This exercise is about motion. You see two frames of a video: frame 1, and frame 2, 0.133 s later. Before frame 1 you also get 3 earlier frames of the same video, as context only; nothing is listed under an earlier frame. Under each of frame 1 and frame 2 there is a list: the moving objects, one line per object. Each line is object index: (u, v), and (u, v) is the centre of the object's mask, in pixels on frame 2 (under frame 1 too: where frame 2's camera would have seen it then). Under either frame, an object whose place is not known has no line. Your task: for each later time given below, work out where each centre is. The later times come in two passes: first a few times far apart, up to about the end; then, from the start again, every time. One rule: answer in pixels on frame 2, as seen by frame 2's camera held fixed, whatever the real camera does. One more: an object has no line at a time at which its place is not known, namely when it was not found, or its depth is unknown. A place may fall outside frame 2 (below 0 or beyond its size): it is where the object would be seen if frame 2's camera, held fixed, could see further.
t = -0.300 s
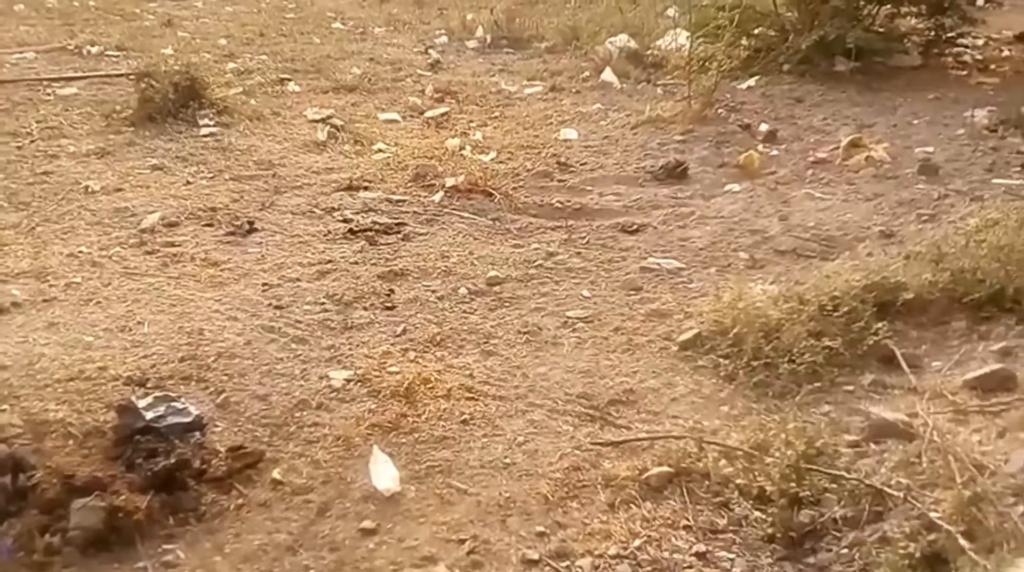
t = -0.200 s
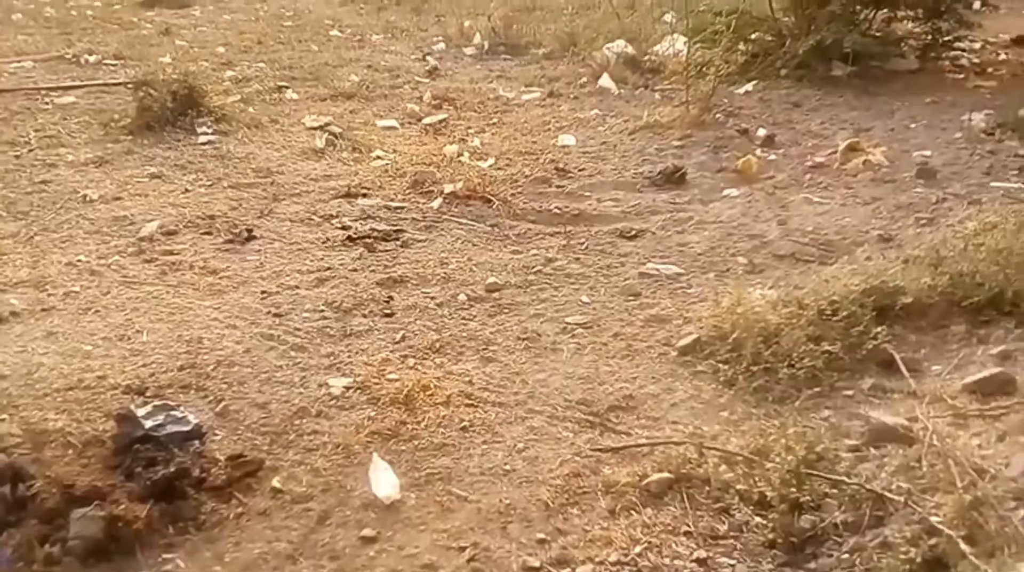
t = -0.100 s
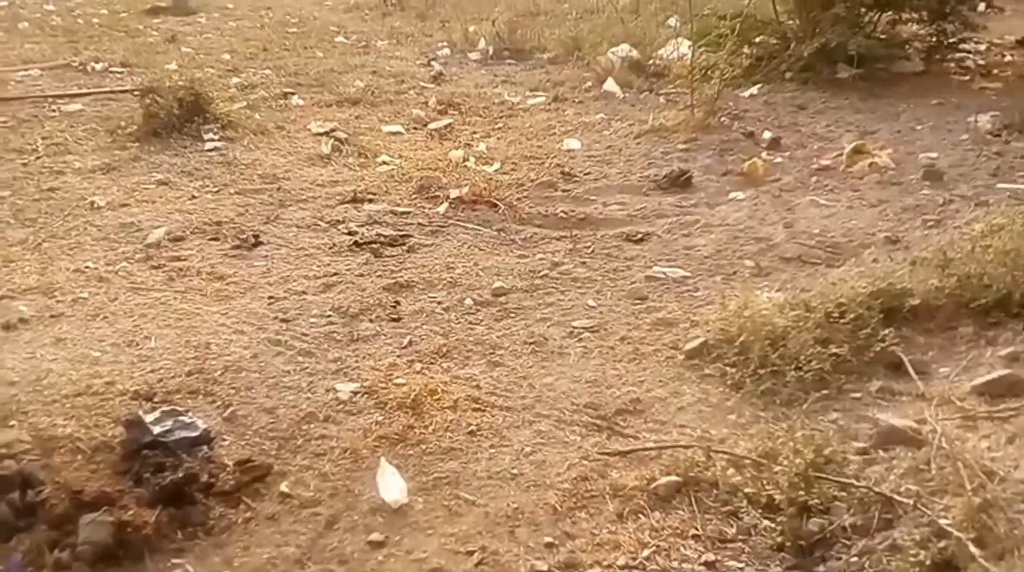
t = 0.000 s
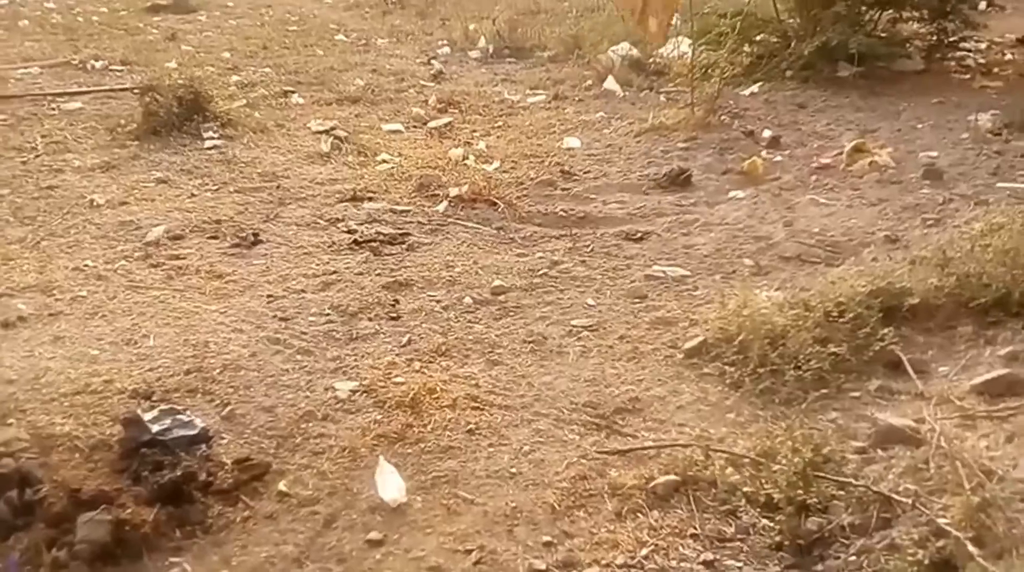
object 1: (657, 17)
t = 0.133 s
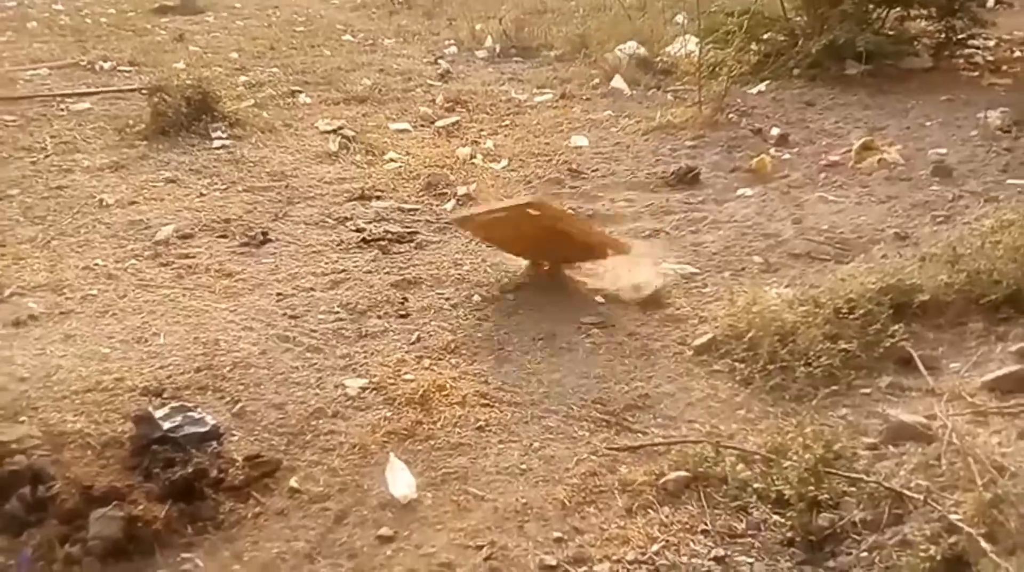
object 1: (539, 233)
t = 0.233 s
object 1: (456, 217)
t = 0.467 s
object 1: (300, 208)
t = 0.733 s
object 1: (180, 220)
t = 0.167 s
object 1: (504, 237)
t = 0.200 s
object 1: (478, 229)
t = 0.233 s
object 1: (456, 217)
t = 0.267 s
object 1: (435, 207)
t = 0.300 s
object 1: (412, 201)
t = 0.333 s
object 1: (389, 195)
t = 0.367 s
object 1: (366, 195)
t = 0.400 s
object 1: (344, 196)
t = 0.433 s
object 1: (322, 201)
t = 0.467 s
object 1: (300, 208)
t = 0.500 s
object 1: (281, 211)
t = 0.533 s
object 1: (267, 203)
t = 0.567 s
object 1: (253, 198)
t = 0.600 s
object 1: (239, 196)
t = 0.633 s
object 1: (224, 197)
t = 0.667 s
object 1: (209, 202)
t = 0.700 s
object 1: (194, 210)
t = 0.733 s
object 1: (180, 220)
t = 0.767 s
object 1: (164, 228)
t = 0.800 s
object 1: (149, 229)
